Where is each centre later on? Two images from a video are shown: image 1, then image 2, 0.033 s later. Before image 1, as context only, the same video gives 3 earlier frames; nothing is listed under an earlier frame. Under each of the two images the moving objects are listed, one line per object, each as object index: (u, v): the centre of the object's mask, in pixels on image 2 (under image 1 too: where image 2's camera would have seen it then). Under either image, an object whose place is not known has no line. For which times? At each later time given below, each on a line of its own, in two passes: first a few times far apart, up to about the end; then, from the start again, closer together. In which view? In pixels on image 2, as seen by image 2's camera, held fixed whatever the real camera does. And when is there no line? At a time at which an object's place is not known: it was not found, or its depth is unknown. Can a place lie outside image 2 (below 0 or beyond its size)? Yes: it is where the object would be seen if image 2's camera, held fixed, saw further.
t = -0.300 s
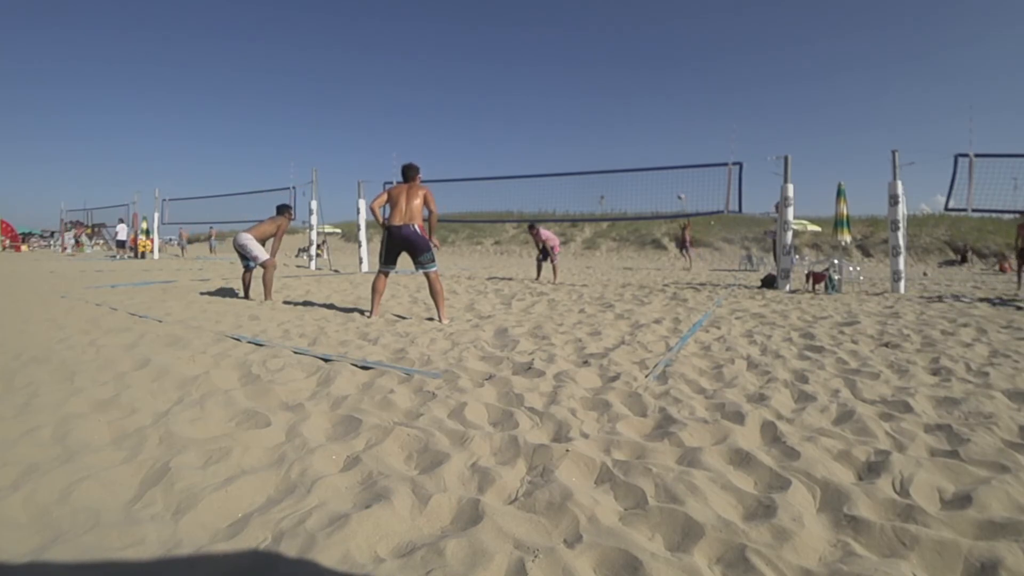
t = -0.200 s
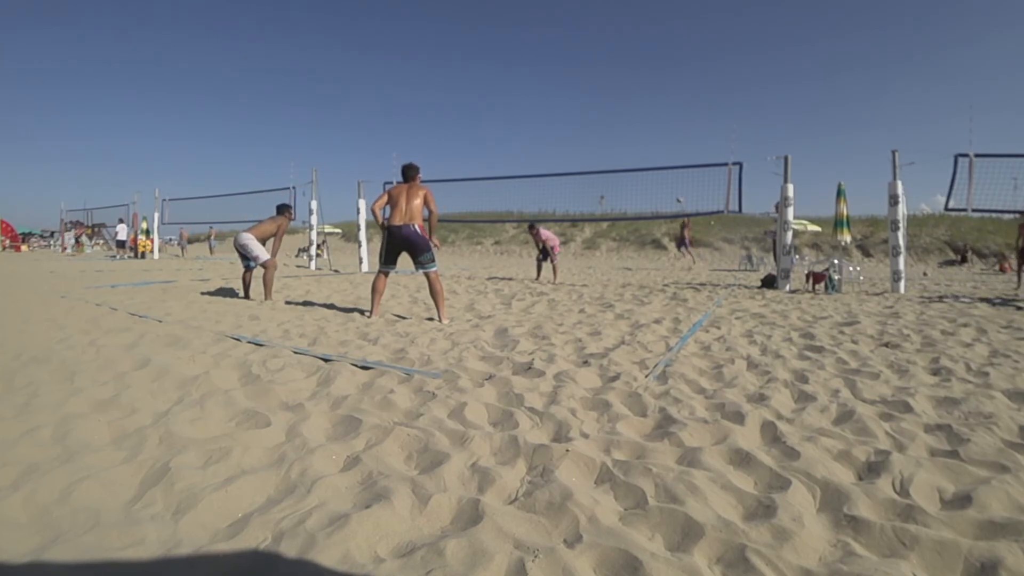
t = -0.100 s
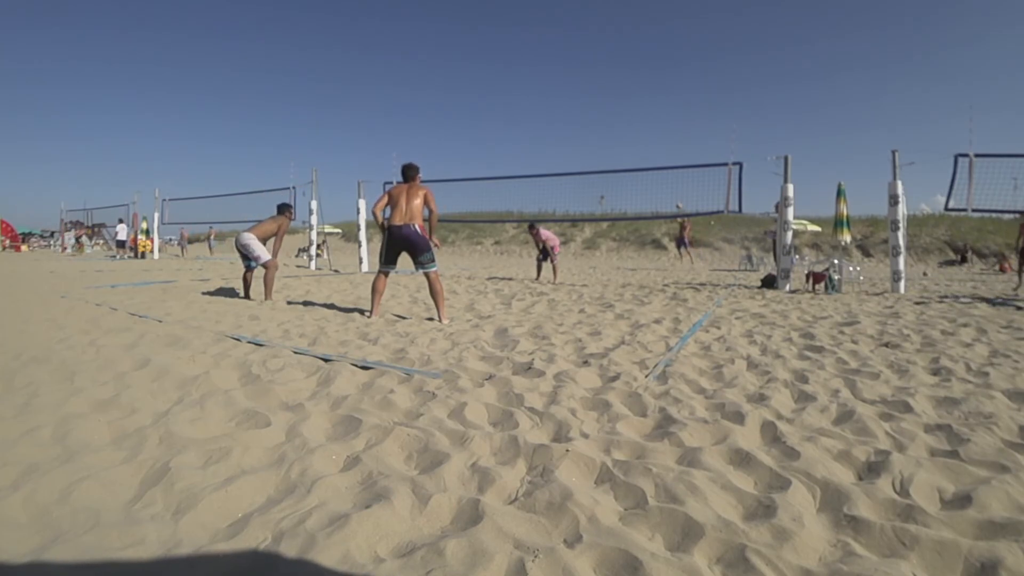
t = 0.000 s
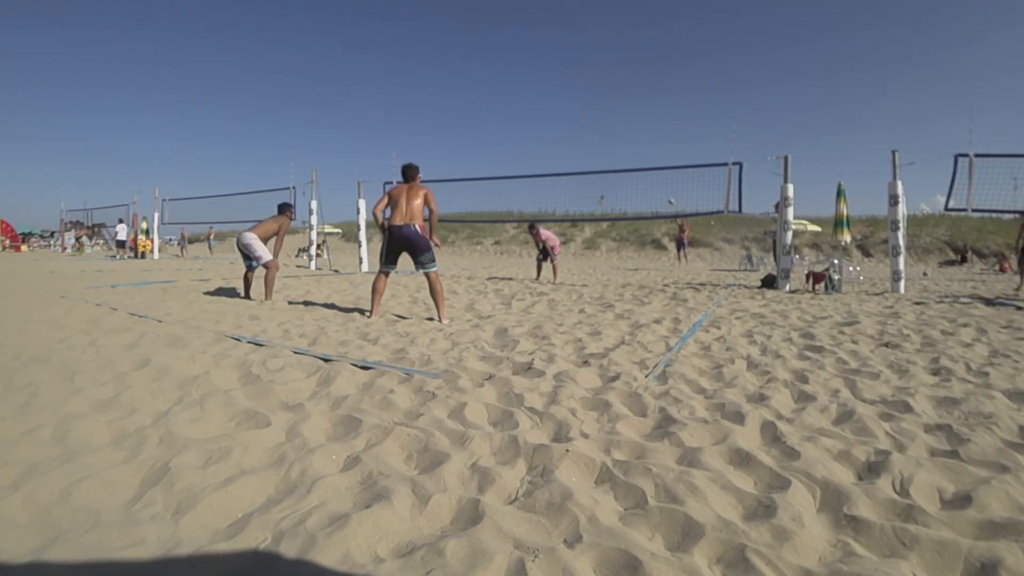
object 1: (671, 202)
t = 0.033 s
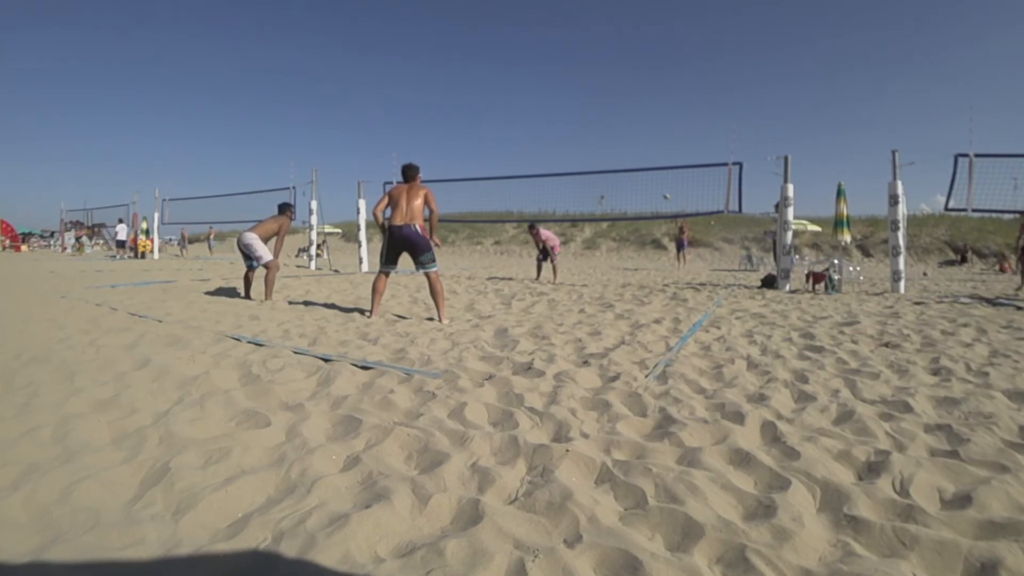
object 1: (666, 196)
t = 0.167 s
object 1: (645, 177)
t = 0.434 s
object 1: (592, 143)
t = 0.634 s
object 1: (536, 129)
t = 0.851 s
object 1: (455, 129)
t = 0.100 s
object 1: (656, 186)
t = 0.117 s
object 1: (653, 184)
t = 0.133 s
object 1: (651, 182)
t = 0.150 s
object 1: (648, 180)
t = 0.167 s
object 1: (645, 177)
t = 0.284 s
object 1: (625, 161)
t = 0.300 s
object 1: (622, 159)
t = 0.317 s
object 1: (618, 157)
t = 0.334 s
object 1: (615, 155)
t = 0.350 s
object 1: (612, 152)
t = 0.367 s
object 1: (608, 150)
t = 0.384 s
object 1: (605, 149)
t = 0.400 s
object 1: (601, 147)
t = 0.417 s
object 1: (596, 145)
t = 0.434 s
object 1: (592, 143)
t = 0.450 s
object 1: (588, 141)
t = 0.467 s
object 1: (584, 140)
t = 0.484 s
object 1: (579, 139)
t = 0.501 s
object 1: (575, 137)
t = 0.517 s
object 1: (570, 136)
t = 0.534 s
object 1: (566, 135)
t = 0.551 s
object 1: (561, 134)
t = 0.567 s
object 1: (556, 133)
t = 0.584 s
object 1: (552, 132)
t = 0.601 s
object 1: (547, 132)
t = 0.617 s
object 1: (542, 131)
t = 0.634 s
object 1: (536, 129)
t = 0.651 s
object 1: (531, 129)
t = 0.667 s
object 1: (526, 128)
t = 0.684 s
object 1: (520, 128)
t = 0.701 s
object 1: (515, 127)
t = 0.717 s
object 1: (508, 127)
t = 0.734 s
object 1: (502, 127)
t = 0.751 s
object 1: (496, 127)
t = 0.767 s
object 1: (489, 127)
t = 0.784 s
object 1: (483, 126)
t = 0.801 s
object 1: (477, 127)
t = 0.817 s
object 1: (469, 127)
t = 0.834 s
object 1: (462, 128)
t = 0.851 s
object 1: (455, 129)
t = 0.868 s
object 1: (447, 130)
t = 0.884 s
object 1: (439, 131)
